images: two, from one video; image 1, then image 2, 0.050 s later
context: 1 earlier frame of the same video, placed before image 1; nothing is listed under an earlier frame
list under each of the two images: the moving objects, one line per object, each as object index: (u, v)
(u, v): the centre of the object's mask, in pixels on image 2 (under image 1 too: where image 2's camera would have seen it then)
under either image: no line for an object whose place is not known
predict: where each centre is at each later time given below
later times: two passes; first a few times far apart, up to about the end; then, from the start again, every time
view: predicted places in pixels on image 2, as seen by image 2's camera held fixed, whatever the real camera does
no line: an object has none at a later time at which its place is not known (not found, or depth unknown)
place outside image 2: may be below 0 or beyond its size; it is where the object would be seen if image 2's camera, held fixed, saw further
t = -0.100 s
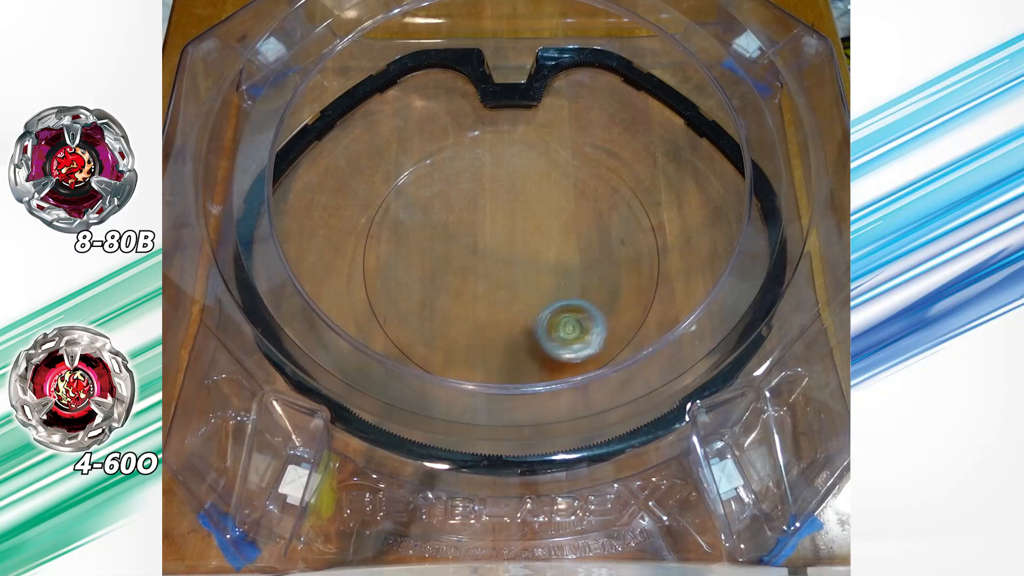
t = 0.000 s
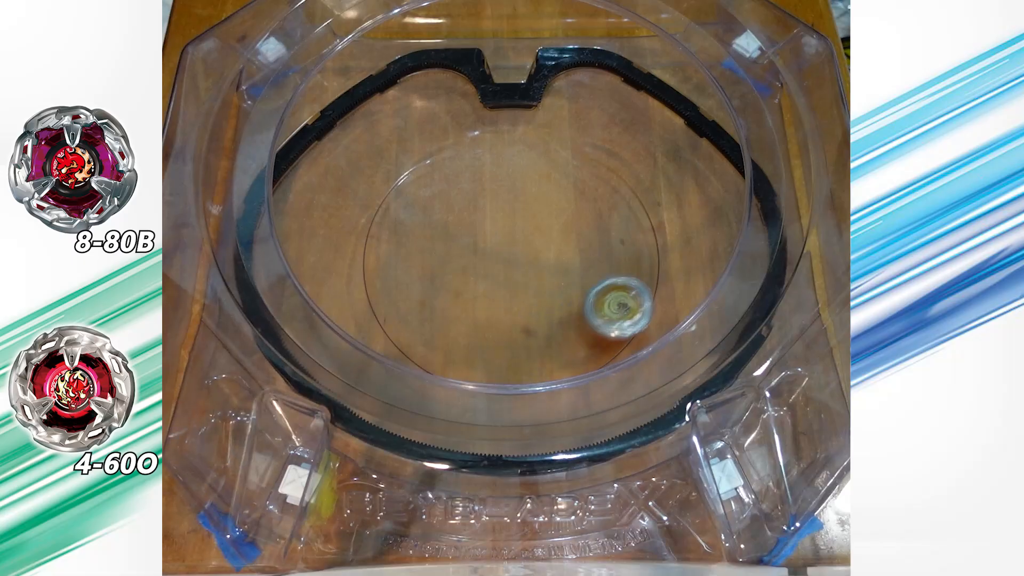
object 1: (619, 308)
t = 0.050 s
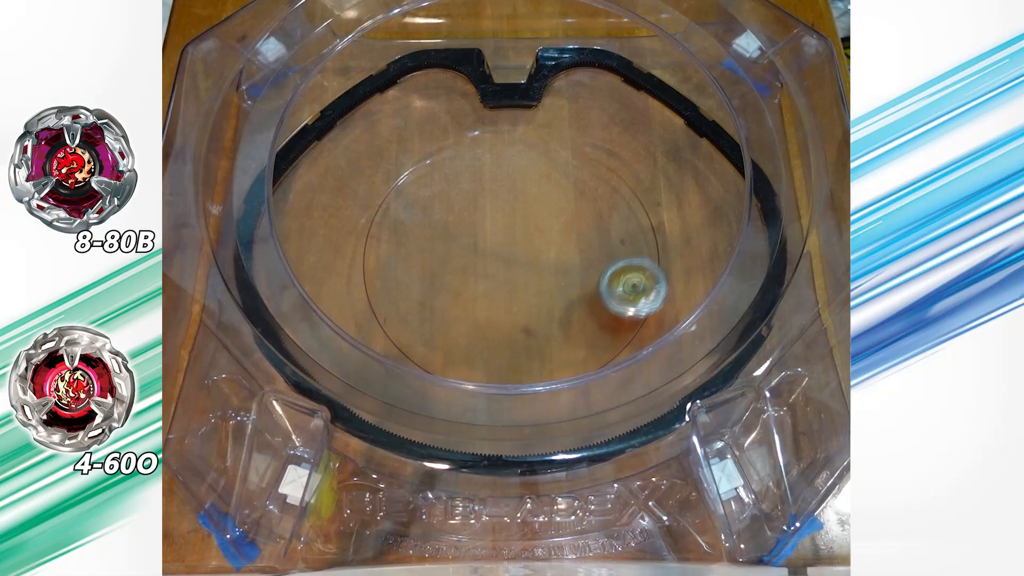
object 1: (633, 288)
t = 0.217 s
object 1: (604, 212)
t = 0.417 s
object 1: (481, 196)
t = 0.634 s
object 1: (396, 267)
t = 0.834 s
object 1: (444, 346)
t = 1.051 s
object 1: (564, 292)
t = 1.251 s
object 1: (564, 190)
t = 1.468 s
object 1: (481, 138)
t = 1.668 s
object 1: (414, 205)
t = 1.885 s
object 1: (497, 304)
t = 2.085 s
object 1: (606, 293)
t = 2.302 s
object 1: (632, 208)
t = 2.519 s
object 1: (512, 188)
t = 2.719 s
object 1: (428, 257)
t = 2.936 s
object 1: (449, 346)
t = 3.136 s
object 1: (552, 327)
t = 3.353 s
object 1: (557, 213)
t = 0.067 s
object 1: (636, 280)
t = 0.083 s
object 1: (637, 272)
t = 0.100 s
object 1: (638, 264)
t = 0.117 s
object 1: (637, 256)
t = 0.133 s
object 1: (634, 248)
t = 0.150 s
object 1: (630, 240)
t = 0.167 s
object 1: (626, 233)
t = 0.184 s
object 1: (619, 225)
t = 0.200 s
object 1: (612, 219)
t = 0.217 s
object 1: (604, 212)
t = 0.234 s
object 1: (595, 207)
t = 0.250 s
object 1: (586, 202)
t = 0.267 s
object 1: (576, 198)
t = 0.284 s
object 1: (566, 195)
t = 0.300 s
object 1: (555, 193)
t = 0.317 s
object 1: (544, 192)
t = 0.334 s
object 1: (533, 191)
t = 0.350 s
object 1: (522, 190)
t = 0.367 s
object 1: (511, 191)
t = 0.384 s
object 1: (501, 192)
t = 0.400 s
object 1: (490, 194)
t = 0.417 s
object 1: (481, 196)
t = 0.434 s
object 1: (471, 200)
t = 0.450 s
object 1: (462, 204)
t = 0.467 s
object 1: (452, 208)
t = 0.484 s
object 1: (444, 212)
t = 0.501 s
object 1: (436, 217)
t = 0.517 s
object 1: (429, 222)
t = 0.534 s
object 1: (423, 227)
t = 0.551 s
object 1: (416, 233)
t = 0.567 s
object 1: (411, 239)
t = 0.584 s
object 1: (406, 246)
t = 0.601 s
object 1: (402, 253)
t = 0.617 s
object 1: (399, 260)
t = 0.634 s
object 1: (396, 267)
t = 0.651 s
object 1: (395, 275)
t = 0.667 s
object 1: (394, 283)
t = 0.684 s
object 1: (394, 291)
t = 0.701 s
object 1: (396, 298)
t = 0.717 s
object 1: (397, 306)
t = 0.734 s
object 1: (400, 314)
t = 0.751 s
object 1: (405, 321)
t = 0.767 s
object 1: (411, 328)
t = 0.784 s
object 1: (418, 334)
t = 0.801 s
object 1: (426, 339)
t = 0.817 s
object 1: (434, 342)
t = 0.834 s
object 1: (444, 346)
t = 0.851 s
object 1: (454, 348)
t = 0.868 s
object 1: (464, 349)
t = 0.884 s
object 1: (476, 349)
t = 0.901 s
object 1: (487, 347)
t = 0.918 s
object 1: (498, 345)
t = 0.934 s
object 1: (509, 341)
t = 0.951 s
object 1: (520, 336)
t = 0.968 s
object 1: (529, 331)
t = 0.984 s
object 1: (537, 324)
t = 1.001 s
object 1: (546, 317)
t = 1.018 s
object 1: (553, 309)
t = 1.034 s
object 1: (559, 301)
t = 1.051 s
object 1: (564, 292)
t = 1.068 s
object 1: (569, 283)
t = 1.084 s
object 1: (572, 274)
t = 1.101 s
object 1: (575, 264)
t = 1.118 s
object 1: (576, 255)
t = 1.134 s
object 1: (577, 246)
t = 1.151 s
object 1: (577, 237)
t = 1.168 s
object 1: (577, 228)
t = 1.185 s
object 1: (575, 219)
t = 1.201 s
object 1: (573, 211)
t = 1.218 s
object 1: (571, 204)
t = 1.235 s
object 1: (567, 197)
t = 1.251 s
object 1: (564, 190)
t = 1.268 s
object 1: (560, 183)
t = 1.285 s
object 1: (555, 177)
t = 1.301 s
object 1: (550, 172)
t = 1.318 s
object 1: (545, 166)
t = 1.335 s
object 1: (539, 161)
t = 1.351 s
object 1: (532, 157)
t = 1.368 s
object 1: (526, 152)
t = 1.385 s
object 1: (519, 148)
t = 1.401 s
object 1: (511, 145)
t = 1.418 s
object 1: (504, 143)
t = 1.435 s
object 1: (497, 141)
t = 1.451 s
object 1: (489, 139)
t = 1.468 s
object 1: (481, 138)
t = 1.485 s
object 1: (473, 139)
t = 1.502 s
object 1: (464, 140)
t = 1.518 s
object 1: (457, 142)
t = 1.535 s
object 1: (449, 145)
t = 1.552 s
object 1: (442, 149)
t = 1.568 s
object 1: (436, 155)
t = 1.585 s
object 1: (430, 161)
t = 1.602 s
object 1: (424, 168)
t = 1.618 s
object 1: (420, 176)
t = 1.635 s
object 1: (417, 186)
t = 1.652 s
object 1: (415, 195)
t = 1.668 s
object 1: (414, 205)
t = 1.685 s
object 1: (415, 215)
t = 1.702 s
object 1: (417, 225)
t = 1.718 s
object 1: (420, 235)
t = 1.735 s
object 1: (424, 245)
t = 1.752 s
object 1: (430, 253)
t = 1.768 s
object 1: (436, 262)
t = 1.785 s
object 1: (443, 270)
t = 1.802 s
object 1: (450, 277)
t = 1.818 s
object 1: (459, 284)
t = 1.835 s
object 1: (468, 290)
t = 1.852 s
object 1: (477, 295)
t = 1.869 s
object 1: (486, 300)
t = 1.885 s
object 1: (497, 304)
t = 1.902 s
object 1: (507, 307)
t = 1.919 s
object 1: (517, 309)
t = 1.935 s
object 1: (527, 311)
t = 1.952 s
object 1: (537, 311)
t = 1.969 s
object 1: (546, 311)
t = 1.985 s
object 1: (556, 311)
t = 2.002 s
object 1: (565, 309)
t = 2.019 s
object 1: (573, 307)
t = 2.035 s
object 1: (582, 304)
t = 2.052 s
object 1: (590, 301)
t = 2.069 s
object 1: (598, 297)
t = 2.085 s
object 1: (606, 293)
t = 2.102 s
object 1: (613, 288)
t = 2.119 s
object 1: (618, 283)
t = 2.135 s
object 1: (625, 277)
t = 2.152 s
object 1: (630, 271)
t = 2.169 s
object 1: (634, 265)
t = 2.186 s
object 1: (638, 257)
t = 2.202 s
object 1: (640, 250)
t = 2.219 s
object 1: (642, 243)
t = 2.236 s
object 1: (642, 236)
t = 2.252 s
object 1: (642, 228)
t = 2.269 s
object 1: (640, 221)
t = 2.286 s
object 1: (637, 214)
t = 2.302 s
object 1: (632, 208)
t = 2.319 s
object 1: (626, 202)
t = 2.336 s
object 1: (620, 196)
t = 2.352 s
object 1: (612, 192)
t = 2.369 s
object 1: (604, 188)
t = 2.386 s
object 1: (595, 184)
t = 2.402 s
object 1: (585, 182)
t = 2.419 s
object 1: (574, 180)
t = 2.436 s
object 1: (564, 180)
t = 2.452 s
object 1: (554, 180)
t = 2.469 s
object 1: (543, 181)
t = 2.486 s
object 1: (533, 182)
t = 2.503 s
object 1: (522, 185)
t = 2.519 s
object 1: (512, 188)
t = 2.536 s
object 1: (502, 191)
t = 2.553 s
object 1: (493, 195)
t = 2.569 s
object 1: (483, 200)
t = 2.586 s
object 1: (475, 206)
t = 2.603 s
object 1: (467, 211)
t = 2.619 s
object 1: (459, 218)
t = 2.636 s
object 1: (453, 224)
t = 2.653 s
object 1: (446, 229)
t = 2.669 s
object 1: (441, 236)
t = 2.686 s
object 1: (436, 243)
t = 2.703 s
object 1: (432, 250)
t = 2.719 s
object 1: (428, 257)
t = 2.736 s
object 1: (425, 264)
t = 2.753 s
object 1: (423, 272)
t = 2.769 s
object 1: (421, 279)
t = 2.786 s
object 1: (421, 286)
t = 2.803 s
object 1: (421, 294)
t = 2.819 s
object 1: (422, 302)
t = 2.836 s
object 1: (423, 308)
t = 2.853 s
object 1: (425, 316)
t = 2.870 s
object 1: (428, 323)
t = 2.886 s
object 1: (432, 329)
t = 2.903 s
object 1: (437, 336)
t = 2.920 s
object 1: (443, 342)
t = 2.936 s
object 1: (449, 346)
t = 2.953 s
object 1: (457, 350)
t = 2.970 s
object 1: (465, 353)
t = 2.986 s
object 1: (473, 355)
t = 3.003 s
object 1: (483, 356)
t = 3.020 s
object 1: (492, 357)
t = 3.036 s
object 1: (502, 356)
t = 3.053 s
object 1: (511, 354)
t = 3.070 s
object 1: (520, 351)
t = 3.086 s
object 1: (529, 347)
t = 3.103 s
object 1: (538, 341)
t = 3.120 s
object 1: (545, 335)
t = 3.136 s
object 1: (552, 327)
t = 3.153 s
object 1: (557, 319)
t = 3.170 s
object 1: (562, 311)
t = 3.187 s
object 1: (566, 301)
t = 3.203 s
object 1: (569, 292)
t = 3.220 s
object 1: (571, 283)
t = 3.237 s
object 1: (572, 273)
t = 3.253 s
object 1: (572, 264)
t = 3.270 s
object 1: (571, 255)
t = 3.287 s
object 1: (570, 246)
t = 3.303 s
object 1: (567, 238)
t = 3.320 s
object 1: (565, 229)
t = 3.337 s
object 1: (561, 221)
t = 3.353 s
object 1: (557, 213)
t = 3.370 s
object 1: (553, 206)
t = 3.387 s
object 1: (548, 199)
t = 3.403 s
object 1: (543, 193)
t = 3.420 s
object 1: (537, 187)
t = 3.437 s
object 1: (531, 182)
